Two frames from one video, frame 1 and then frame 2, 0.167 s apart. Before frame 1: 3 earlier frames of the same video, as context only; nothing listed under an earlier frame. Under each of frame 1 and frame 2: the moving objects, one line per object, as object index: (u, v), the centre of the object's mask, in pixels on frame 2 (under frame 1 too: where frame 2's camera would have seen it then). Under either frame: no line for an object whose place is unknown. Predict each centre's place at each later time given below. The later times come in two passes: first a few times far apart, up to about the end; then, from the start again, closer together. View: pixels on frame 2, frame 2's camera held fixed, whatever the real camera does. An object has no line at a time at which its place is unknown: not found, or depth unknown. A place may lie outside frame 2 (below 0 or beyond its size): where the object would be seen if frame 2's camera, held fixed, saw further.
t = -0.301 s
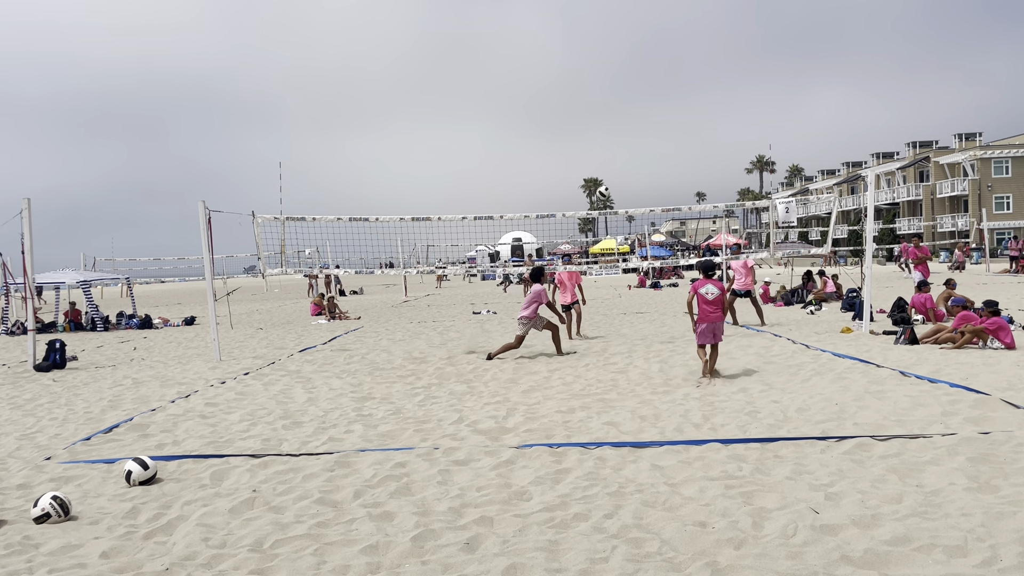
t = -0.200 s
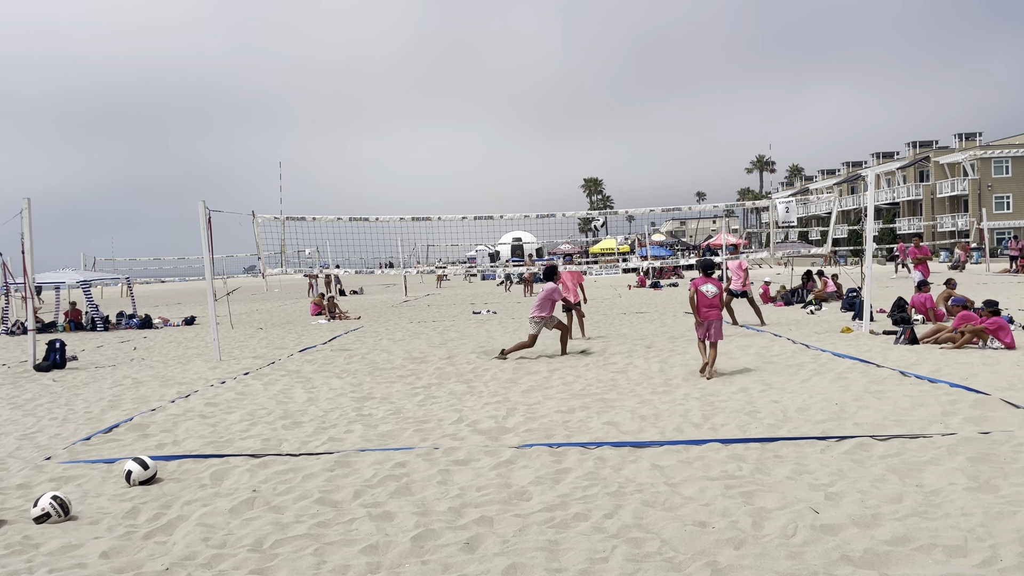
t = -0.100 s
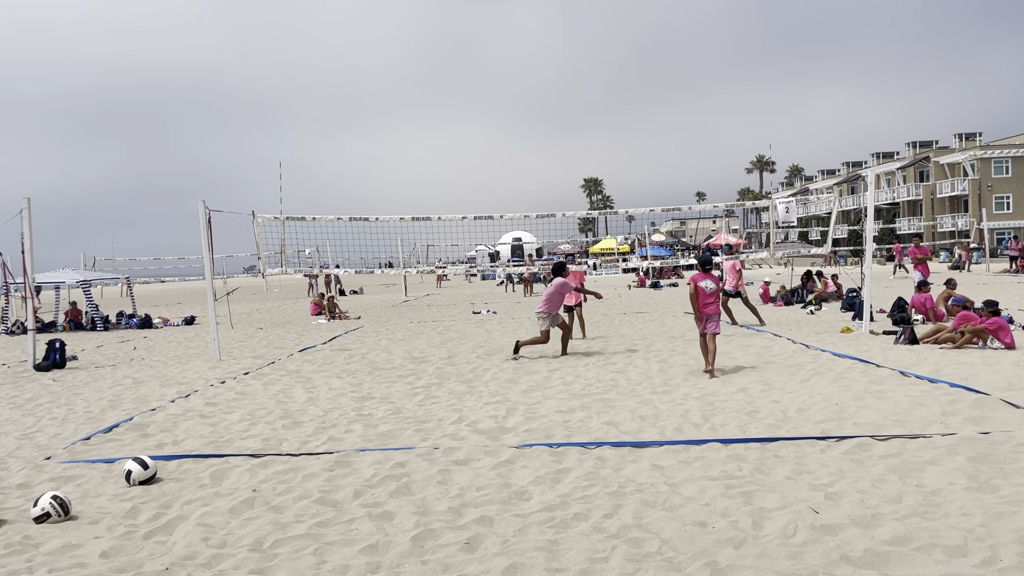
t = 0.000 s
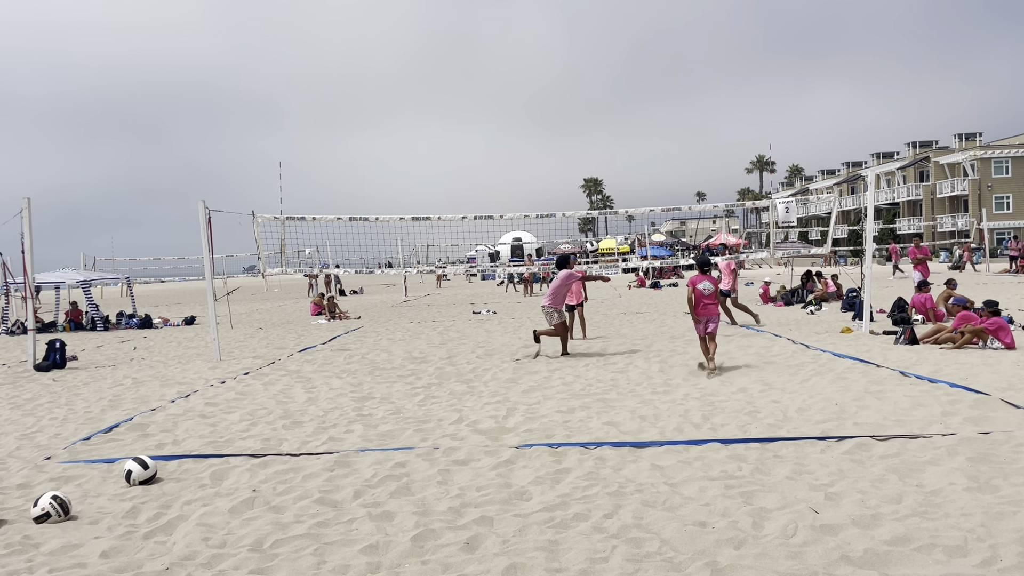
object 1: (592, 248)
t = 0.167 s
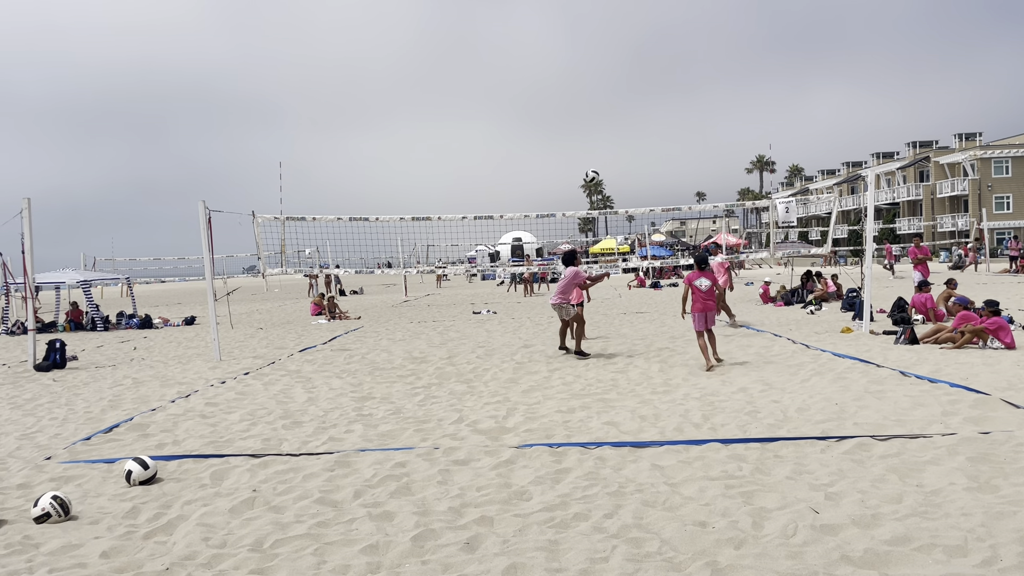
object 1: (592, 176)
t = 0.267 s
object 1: (592, 142)
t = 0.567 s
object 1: (596, 81)
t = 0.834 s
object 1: (603, 78)
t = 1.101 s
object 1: (612, 121)
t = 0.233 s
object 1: (592, 152)
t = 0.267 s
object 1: (592, 142)
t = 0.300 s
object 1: (593, 132)
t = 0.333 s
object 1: (593, 123)
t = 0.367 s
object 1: (594, 115)
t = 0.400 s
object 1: (594, 107)
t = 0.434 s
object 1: (594, 100)
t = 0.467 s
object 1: (595, 94)
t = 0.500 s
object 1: (595, 89)
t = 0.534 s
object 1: (596, 85)
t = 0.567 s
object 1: (596, 81)
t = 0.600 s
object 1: (597, 78)
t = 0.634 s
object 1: (598, 76)
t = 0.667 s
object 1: (598, 74)
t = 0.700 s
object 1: (599, 73)
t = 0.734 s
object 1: (600, 73)
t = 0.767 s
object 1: (601, 74)
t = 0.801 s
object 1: (602, 76)
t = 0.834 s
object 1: (603, 78)
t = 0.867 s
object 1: (604, 80)
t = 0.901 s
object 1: (605, 84)
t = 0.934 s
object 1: (606, 88)
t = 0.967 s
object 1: (607, 94)
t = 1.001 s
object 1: (608, 99)
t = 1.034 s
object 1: (609, 106)
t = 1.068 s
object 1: (611, 113)
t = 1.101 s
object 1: (612, 121)
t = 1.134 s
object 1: (613, 129)
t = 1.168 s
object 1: (615, 139)
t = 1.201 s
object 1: (617, 149)
